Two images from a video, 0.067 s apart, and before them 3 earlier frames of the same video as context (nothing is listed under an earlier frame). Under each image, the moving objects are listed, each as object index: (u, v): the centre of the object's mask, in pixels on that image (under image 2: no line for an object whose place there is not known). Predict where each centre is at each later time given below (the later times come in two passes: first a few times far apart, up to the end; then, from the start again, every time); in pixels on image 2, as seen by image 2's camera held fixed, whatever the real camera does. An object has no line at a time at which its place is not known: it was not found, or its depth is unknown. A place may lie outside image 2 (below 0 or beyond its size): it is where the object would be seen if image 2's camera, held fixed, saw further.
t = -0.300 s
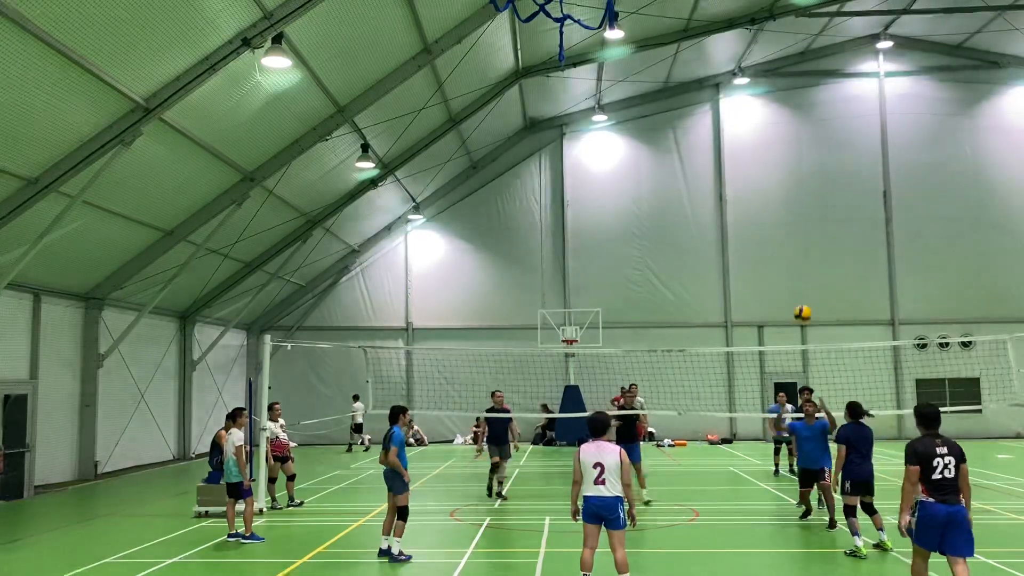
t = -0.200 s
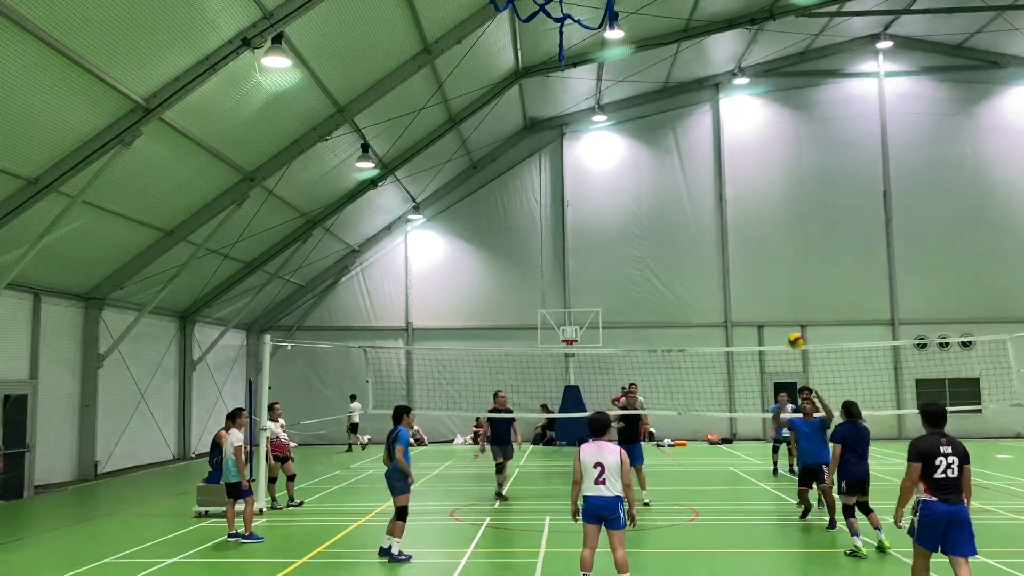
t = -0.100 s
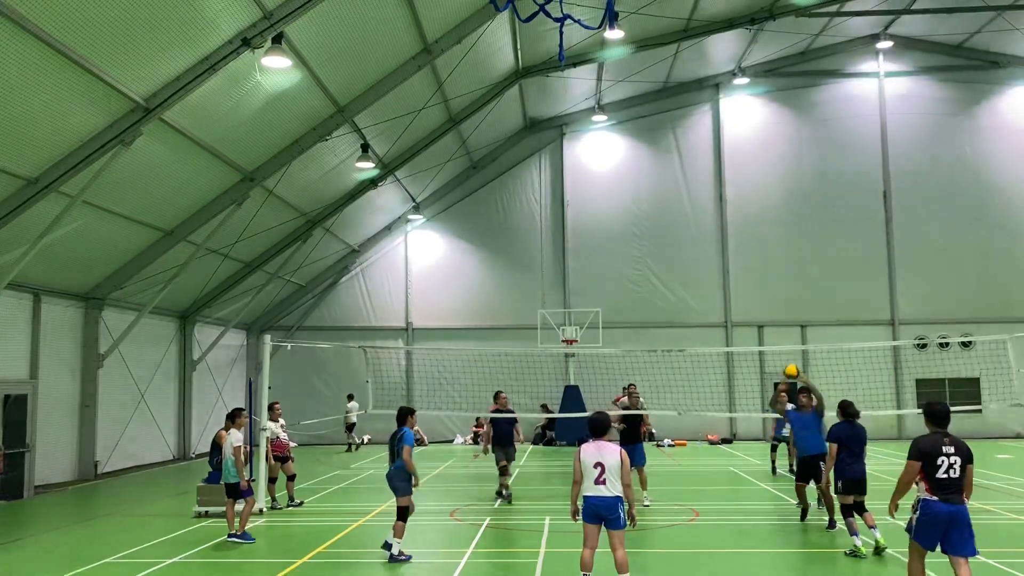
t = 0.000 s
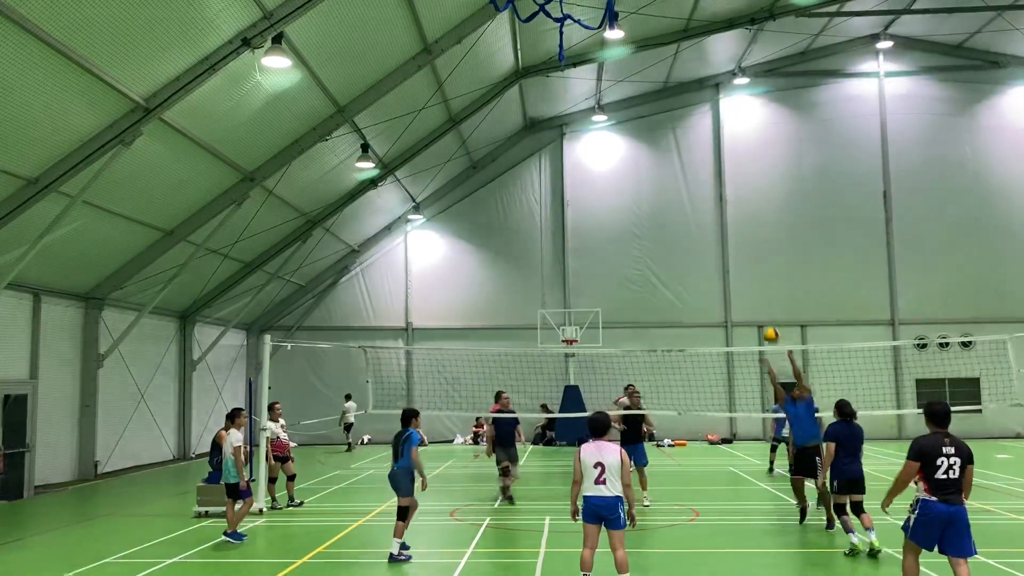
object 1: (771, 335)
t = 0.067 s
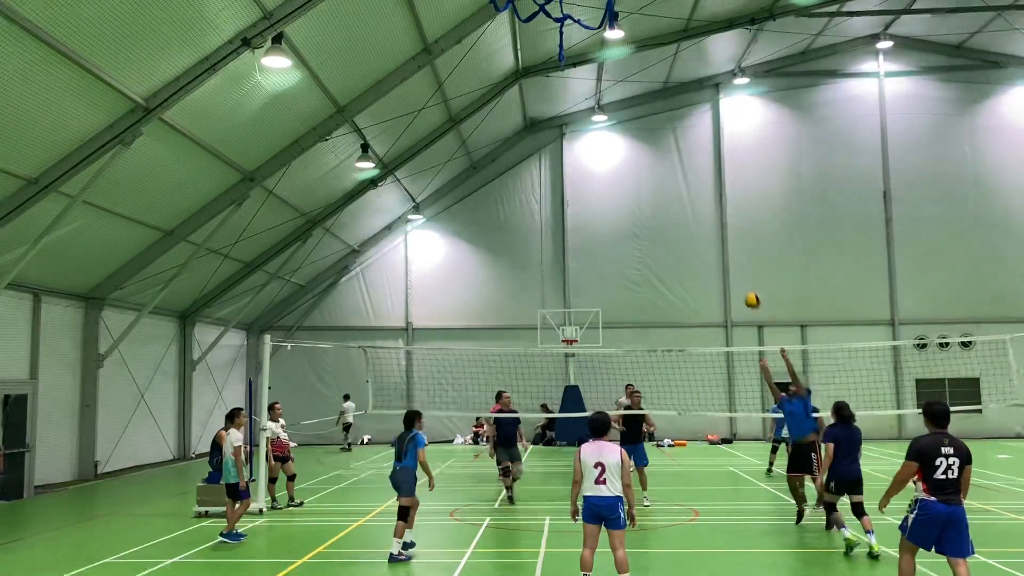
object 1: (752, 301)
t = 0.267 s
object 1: (700, 223)
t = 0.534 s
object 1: (639, 169)
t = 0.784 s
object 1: (586, 164)
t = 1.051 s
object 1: (533, 207)
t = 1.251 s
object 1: (496, 268)
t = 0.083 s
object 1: (748, 293)
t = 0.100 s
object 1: (743, 285)
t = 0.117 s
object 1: (739, 278)
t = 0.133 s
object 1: (734, 271)
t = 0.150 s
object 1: (730, 264)
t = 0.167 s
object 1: (725, 257)
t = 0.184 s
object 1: (721, 251)
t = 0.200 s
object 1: (717, 245)
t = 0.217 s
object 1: (713, 239)
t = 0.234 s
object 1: (708, 233)
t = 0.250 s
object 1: (704, 228)
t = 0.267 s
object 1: (700, 223)
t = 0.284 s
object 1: (696, 218)
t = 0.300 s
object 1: (692, 213)
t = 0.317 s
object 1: (688, 209)
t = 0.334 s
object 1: (684, 204)
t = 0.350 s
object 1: (680, 200)
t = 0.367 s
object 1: (676, 196)
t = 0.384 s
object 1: (672, 192)
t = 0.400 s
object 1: (669, 189)
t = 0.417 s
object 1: (665, 186)
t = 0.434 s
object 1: (661, 183)
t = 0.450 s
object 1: (657, 180)
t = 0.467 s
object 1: (653, 177)
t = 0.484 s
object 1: (649, 175)
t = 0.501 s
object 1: (646, 173)
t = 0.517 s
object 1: (642, 170)
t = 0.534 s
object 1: (639, 169)
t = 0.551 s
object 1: (635, 167)
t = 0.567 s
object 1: (631, 165)
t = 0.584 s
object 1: (628, 164)
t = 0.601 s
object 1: (624, 163)
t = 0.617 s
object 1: (620, 162)
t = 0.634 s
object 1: (617, 161)
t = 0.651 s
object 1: (614, 161)
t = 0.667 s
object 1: (610, 161)
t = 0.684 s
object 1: (606, 161)
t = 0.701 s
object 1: (603, 161)
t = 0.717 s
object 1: (599, 161)
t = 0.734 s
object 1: (596, 161)
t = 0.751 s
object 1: (593, 162)
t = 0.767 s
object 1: (589, 163)
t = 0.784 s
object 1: (586, 164)
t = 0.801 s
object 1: (583, 165)
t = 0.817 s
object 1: (579, 167)
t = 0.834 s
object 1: (575, 169)
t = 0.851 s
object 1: (572, 171)
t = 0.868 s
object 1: (569, 172)
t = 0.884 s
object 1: (566, 175)
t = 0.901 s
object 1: (562, 177)
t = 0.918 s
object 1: (559, 178)
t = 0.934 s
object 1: (556, 180)
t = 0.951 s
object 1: (553, 185)
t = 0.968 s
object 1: (549, 188)
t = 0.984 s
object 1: (546, 192)
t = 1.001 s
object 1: (543, 195)
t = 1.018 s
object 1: (539, 199)
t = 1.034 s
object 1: (536, 203)
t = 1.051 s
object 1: (533, 207)
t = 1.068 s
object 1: (530, 211)
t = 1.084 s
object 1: (527, 215)
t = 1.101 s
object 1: (524, 219)
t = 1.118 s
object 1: (520, 224)
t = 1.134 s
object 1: (517, 229)
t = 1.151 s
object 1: (514, 234)
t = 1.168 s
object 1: (511, 240)
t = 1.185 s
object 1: (508, 245)
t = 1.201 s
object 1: (505, 251)
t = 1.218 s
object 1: (502, 256)
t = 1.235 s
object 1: (499, 263)
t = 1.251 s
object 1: (496, 268)
